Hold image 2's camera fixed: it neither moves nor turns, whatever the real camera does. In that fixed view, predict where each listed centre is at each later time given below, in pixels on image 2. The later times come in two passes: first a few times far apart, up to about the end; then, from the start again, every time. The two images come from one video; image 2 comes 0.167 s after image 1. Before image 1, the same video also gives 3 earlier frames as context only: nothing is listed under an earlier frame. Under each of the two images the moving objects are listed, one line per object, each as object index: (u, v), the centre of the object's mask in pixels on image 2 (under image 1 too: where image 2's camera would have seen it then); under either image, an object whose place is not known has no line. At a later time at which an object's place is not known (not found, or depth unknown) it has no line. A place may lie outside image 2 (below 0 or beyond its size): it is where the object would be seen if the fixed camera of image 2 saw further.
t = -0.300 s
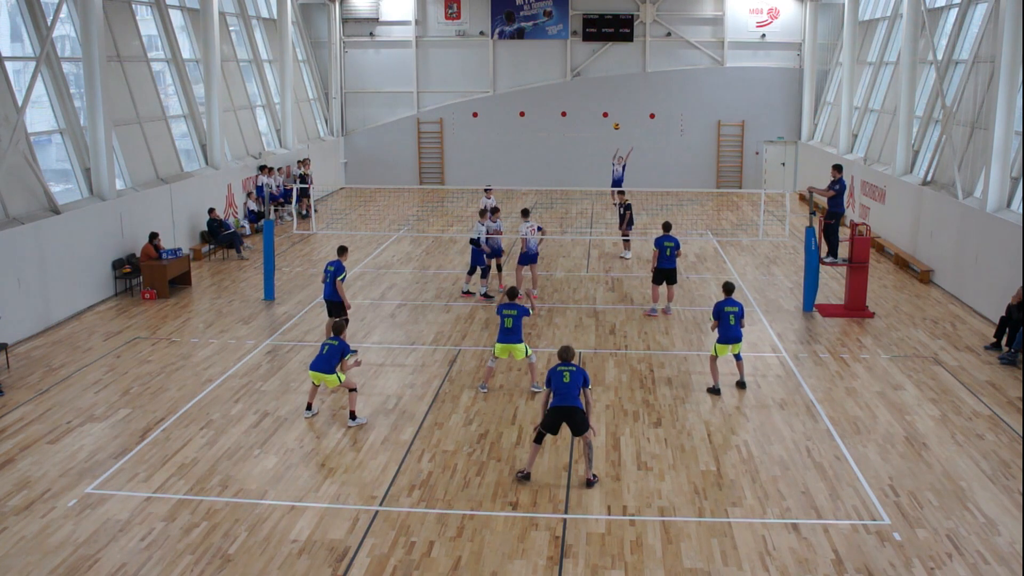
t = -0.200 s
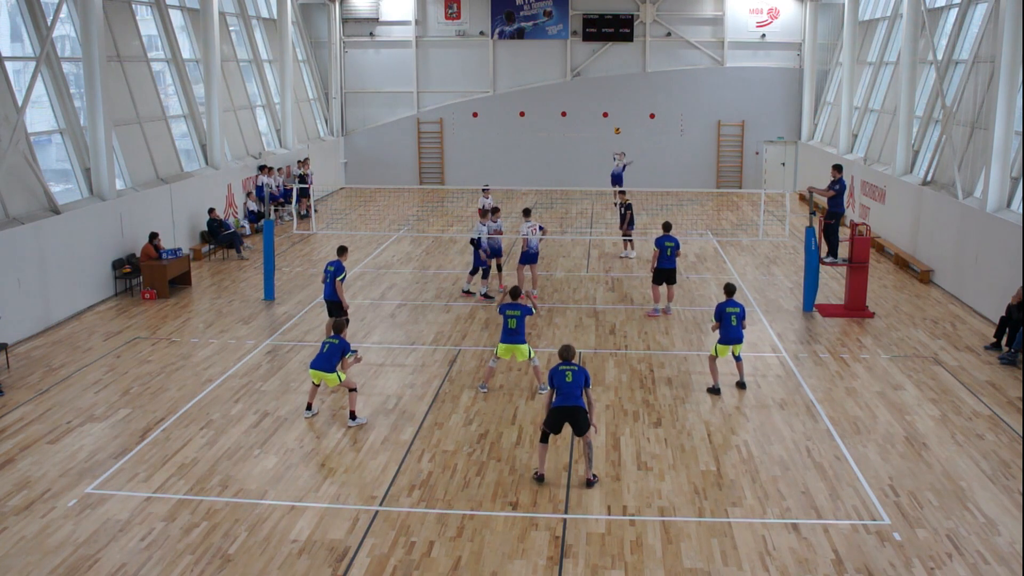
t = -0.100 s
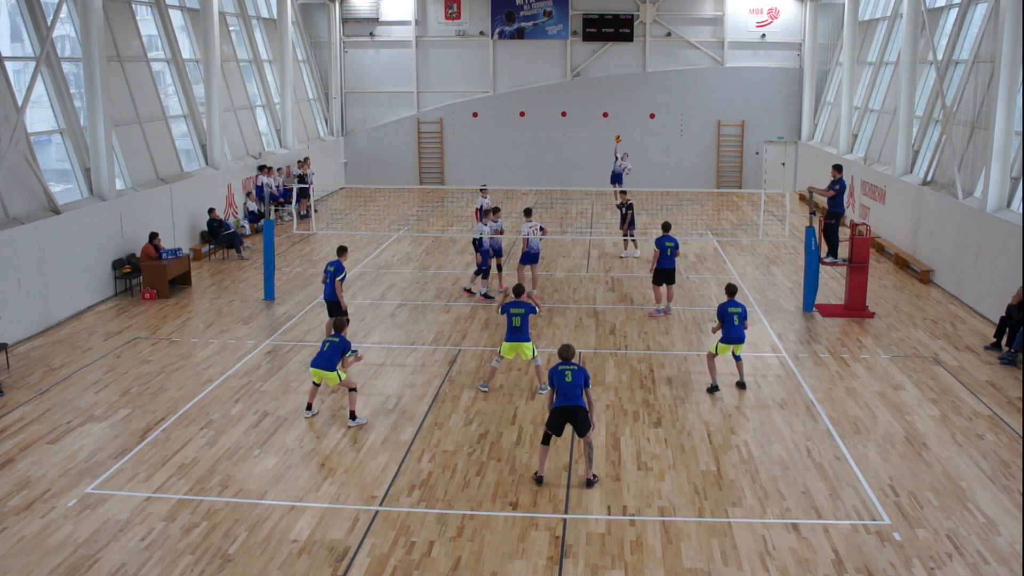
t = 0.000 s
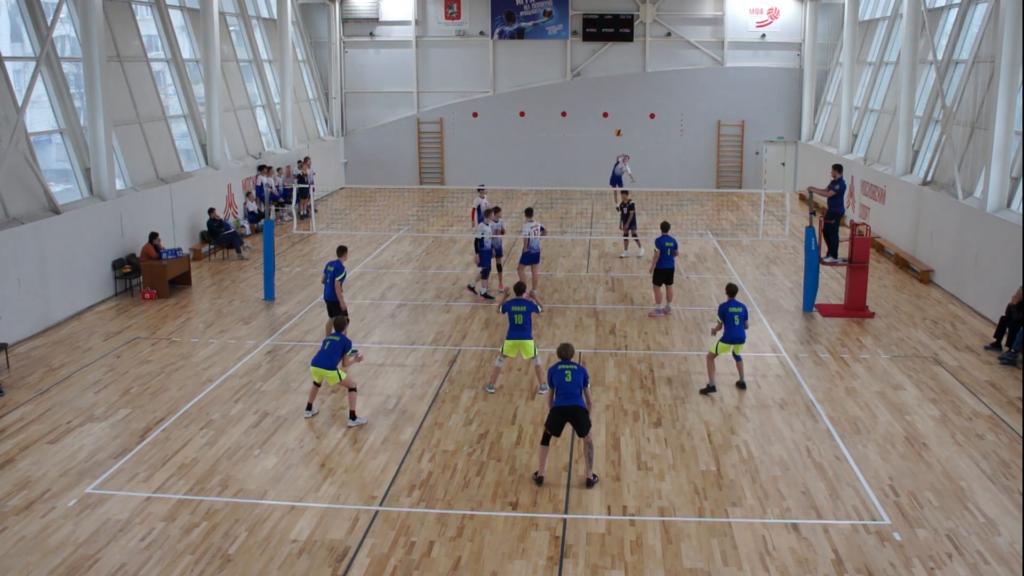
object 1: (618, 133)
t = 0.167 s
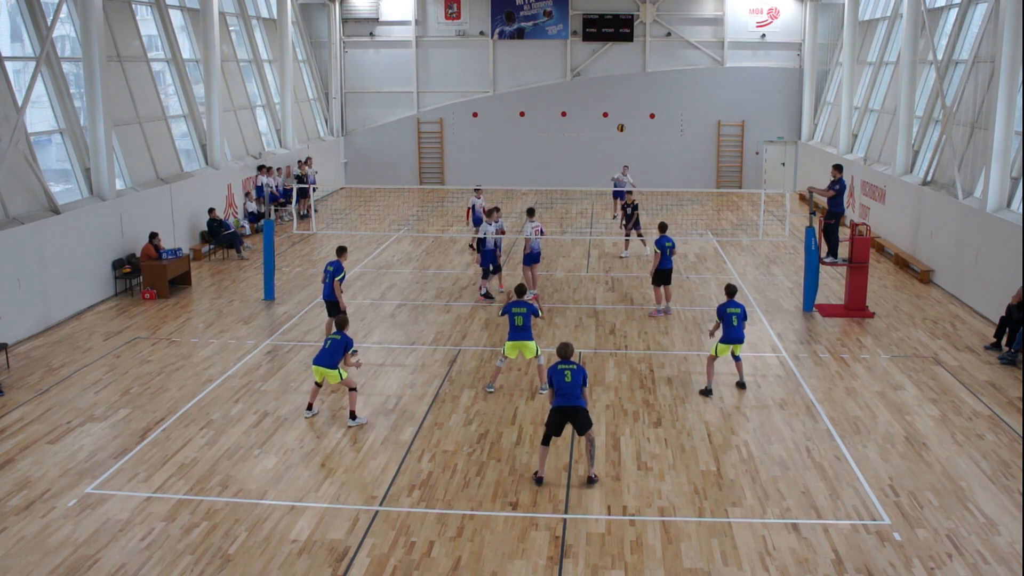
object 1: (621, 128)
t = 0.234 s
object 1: (622, 129)
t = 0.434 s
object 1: (623, 142)
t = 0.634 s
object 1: (626, 177)
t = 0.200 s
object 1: (621, 128)
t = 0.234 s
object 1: (622, 129)
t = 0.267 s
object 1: (622, 130)
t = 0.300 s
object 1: (623, 132)
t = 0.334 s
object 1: (623, 133)
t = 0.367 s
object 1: (623, 136)
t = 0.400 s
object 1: (623, 138)
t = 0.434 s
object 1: (623, 142)
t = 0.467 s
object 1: (623, 145)
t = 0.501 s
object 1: (623, 150)
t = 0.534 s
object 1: (624, 155)
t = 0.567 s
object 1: (624, 162)
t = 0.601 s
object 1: (625, 169)
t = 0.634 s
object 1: (626, 177)
